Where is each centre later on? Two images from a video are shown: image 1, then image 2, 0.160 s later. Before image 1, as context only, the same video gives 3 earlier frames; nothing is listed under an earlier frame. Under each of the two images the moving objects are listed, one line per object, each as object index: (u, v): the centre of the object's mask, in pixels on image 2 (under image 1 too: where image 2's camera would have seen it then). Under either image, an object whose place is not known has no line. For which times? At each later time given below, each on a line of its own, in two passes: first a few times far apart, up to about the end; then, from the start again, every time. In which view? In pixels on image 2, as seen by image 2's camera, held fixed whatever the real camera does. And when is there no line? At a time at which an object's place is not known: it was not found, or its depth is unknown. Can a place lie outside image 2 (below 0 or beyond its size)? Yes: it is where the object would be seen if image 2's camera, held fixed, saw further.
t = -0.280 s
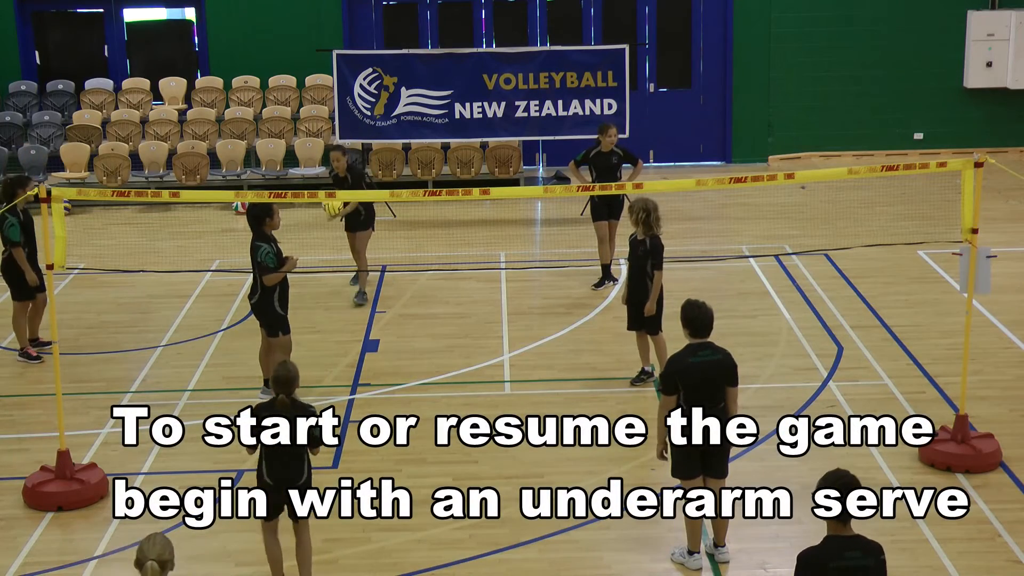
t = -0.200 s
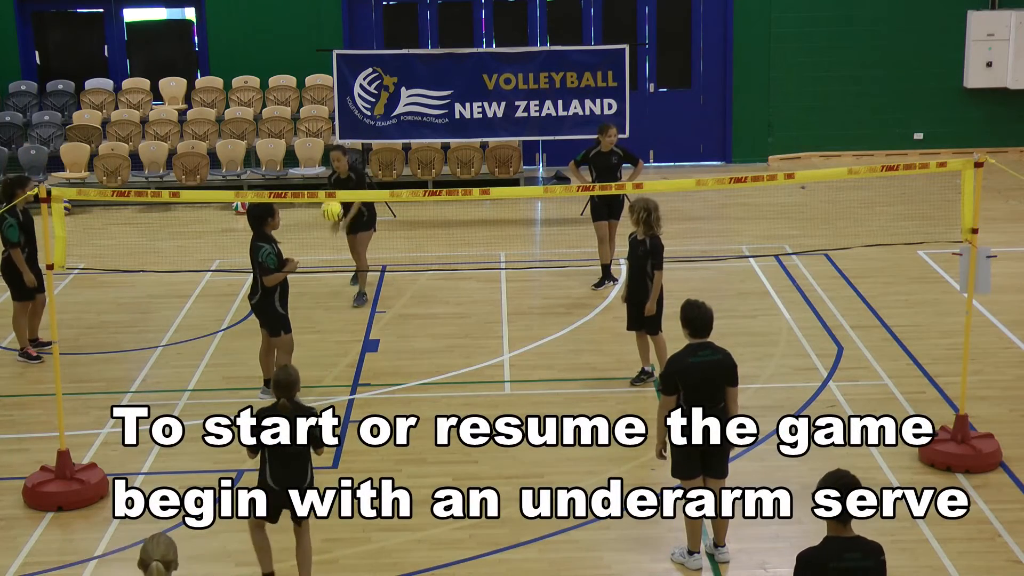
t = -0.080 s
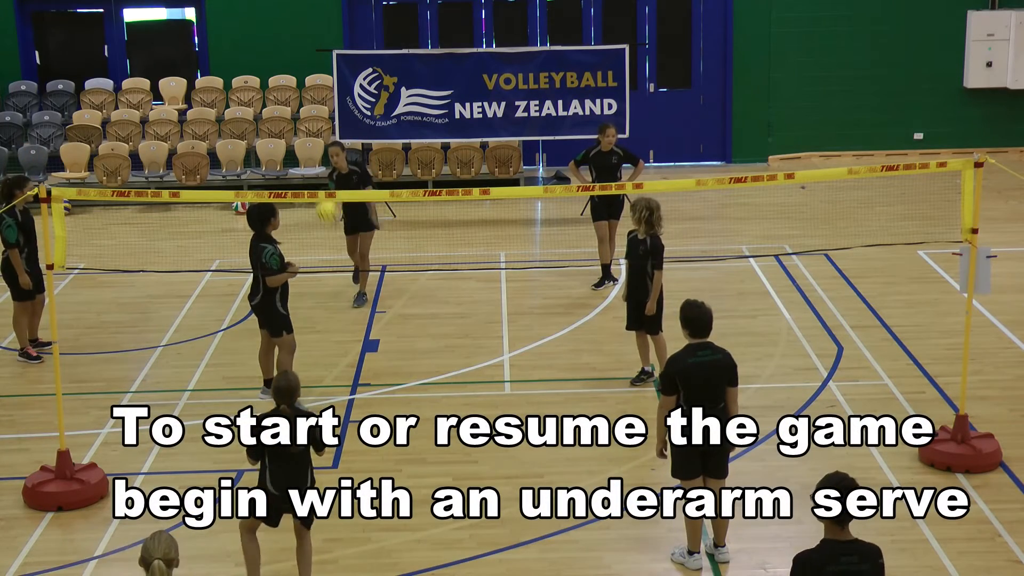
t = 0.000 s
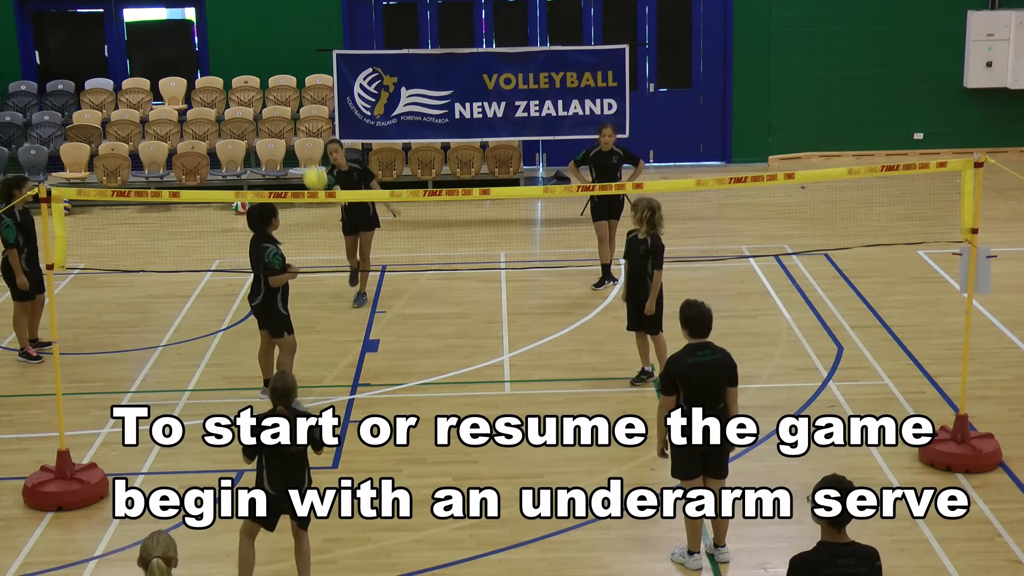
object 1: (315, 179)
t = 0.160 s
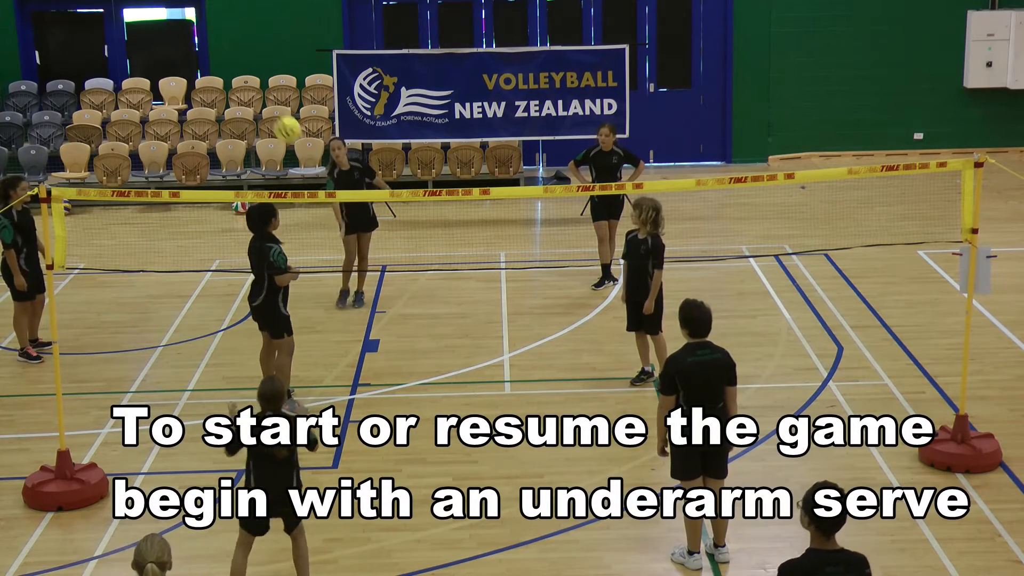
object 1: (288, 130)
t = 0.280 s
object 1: (263, 109)
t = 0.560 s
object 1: (193, 147)
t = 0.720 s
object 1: (146, 241)
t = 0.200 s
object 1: (279, 121)
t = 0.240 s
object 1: (271, 114)
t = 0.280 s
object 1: (263, 109)
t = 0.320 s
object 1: (254, 106)
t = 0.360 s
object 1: (245, 106)
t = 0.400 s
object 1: (234, 108)
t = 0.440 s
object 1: (225, 114)
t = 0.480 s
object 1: (214, 122)
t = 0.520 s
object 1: (204, 134)
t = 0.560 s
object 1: (193, 147)
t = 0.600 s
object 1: (183, 164)
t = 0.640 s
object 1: (171, 185)
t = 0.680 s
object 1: (159, 211)
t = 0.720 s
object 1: (146, 241)
